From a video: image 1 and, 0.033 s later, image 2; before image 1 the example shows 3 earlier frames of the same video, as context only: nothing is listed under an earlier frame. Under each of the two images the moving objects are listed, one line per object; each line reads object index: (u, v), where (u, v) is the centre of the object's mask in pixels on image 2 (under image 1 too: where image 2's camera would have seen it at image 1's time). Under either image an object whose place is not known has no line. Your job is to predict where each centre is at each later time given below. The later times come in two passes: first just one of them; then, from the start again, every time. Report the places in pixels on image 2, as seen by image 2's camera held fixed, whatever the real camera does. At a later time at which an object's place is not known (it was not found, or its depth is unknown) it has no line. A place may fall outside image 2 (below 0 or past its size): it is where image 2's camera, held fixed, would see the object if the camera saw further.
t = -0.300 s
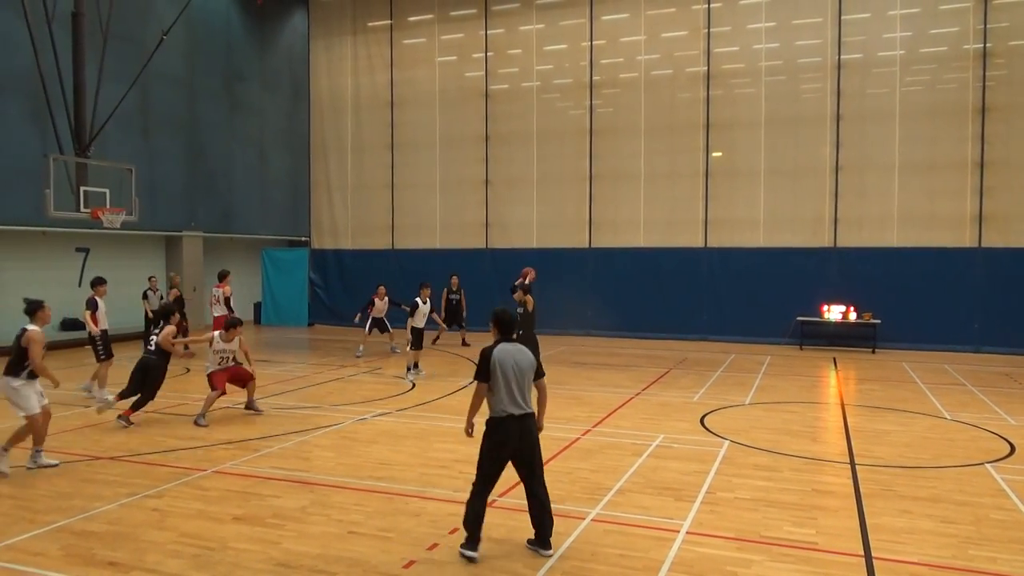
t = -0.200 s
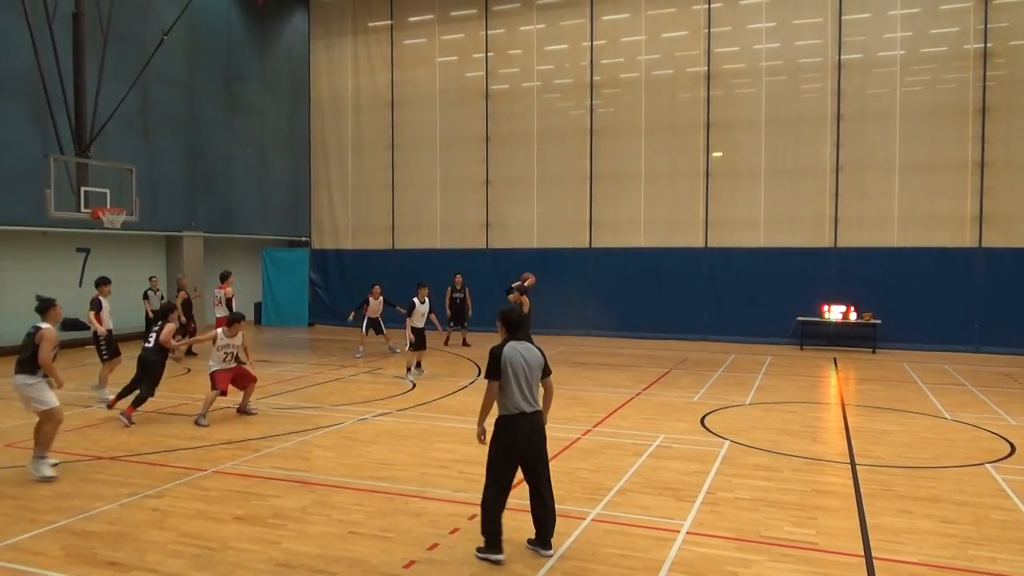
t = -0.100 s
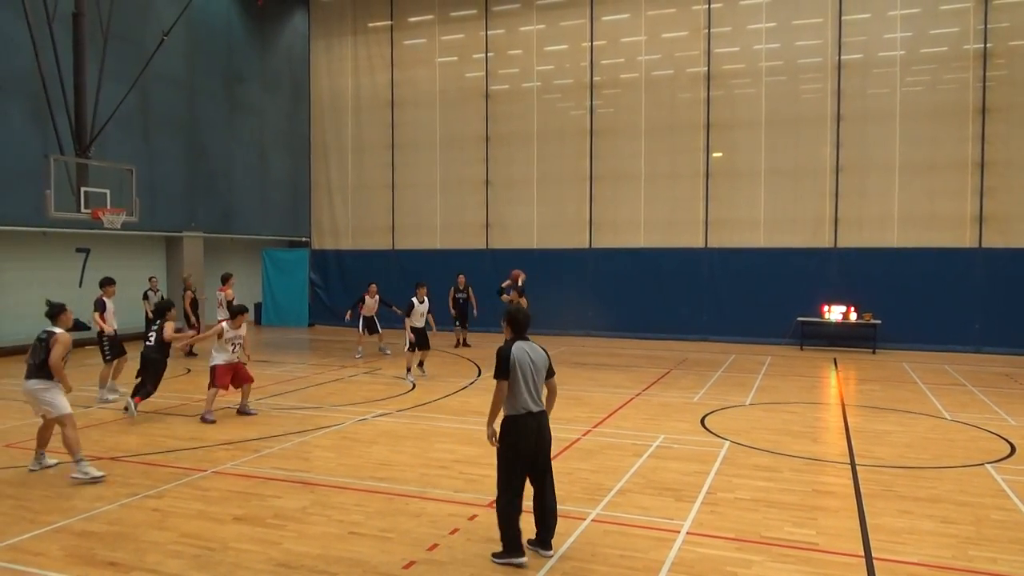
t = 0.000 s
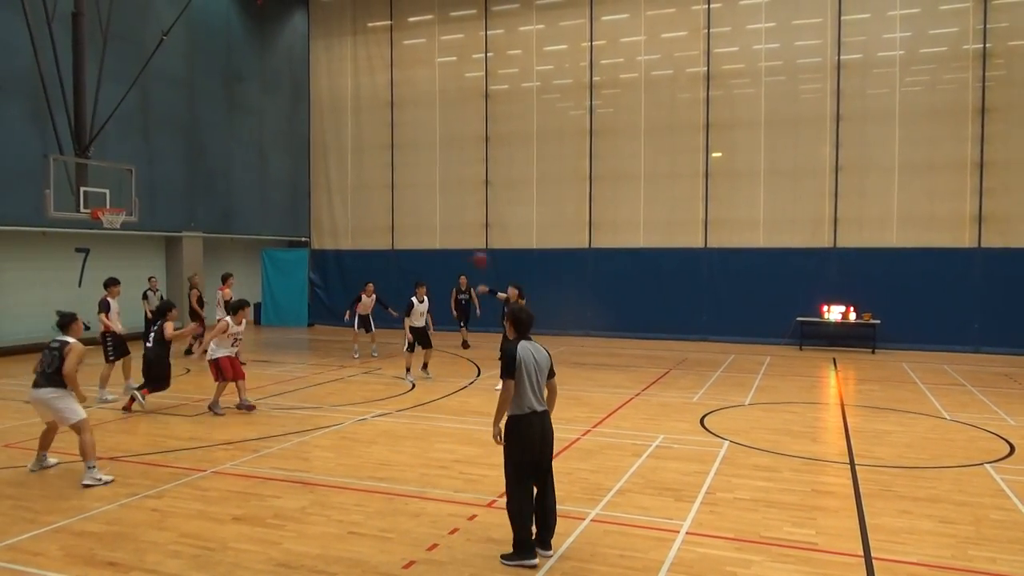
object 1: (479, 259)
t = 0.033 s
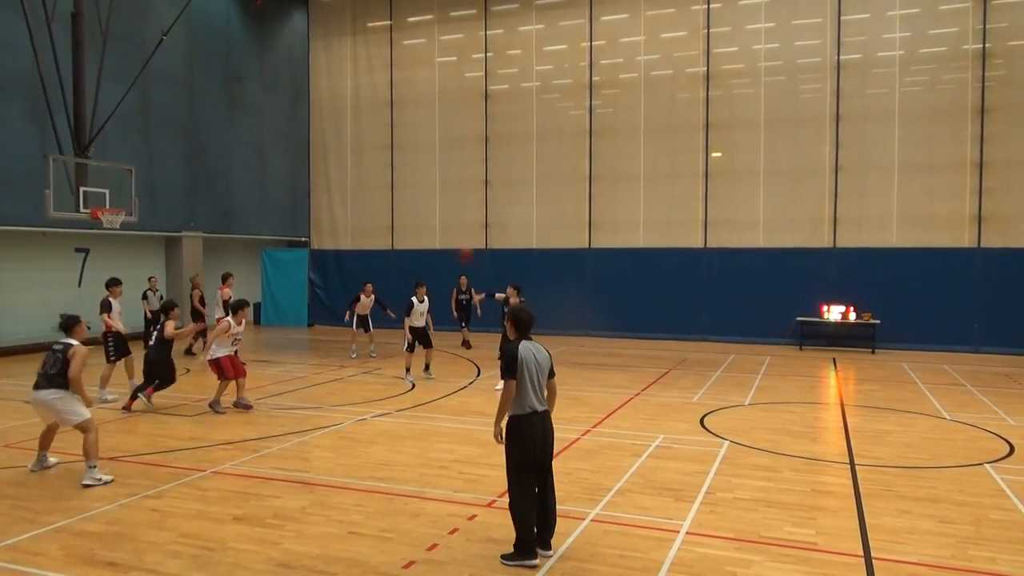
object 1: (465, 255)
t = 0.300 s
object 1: (325, 239)
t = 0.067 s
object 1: (450, 250)
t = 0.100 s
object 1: (433, 247)
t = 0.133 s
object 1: (417, 243)
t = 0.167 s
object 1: (401, 242)
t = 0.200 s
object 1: (382, 240)
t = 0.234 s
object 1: (364, 239)
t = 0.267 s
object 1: (345, 238)
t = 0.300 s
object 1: (325, 239)
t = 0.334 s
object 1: (305, 240)
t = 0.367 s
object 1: (285, 243)
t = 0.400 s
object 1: (263, 247)
